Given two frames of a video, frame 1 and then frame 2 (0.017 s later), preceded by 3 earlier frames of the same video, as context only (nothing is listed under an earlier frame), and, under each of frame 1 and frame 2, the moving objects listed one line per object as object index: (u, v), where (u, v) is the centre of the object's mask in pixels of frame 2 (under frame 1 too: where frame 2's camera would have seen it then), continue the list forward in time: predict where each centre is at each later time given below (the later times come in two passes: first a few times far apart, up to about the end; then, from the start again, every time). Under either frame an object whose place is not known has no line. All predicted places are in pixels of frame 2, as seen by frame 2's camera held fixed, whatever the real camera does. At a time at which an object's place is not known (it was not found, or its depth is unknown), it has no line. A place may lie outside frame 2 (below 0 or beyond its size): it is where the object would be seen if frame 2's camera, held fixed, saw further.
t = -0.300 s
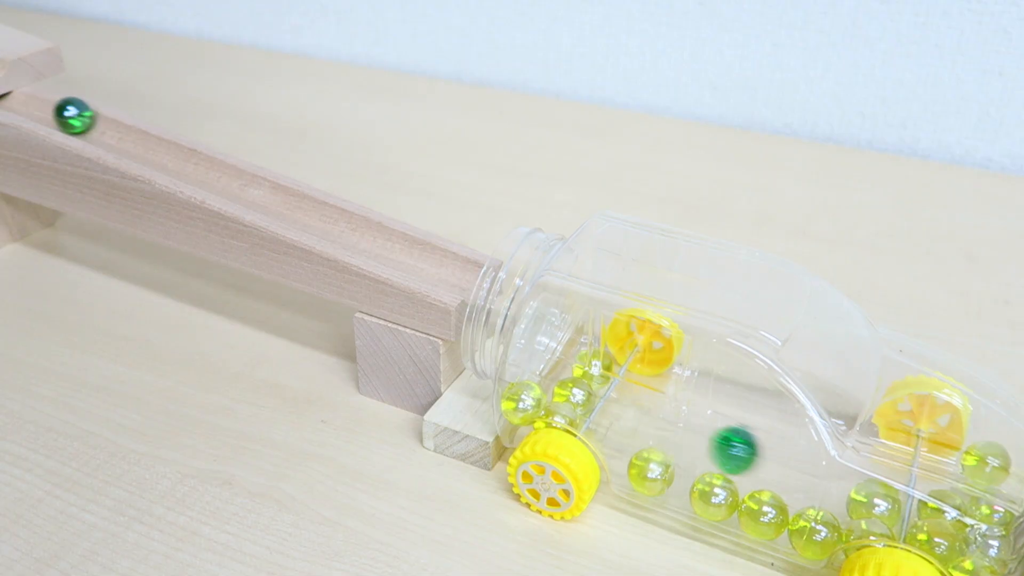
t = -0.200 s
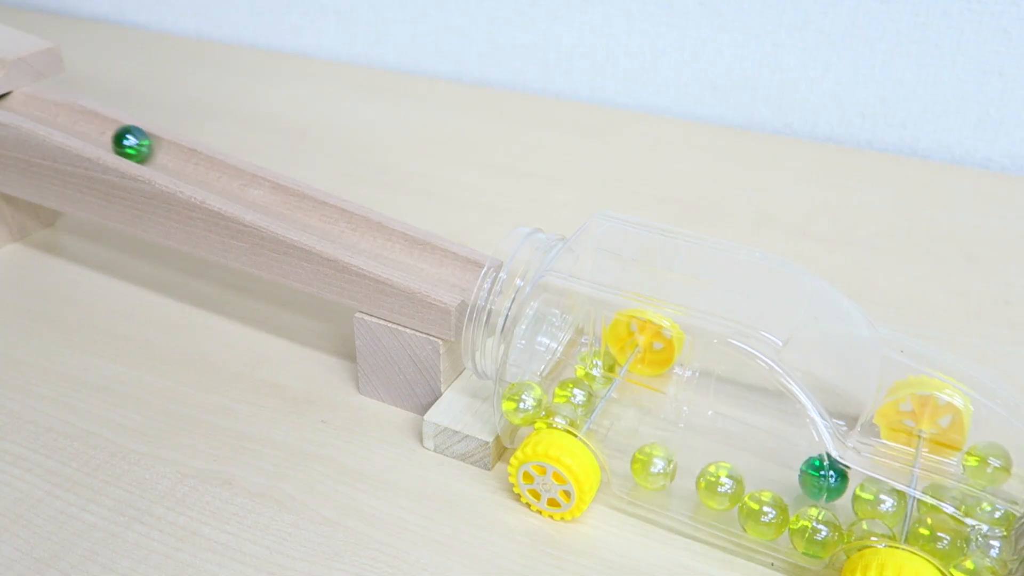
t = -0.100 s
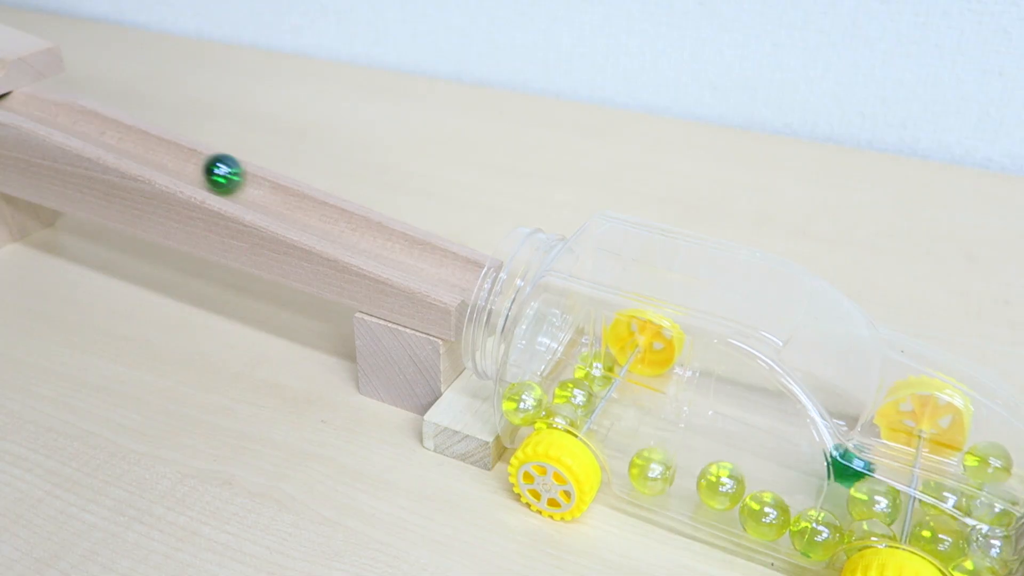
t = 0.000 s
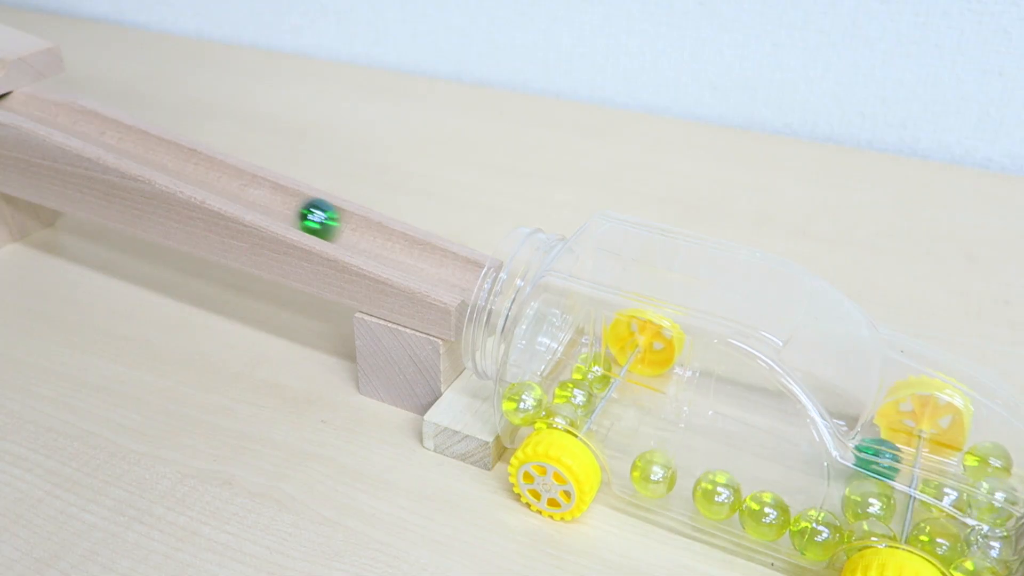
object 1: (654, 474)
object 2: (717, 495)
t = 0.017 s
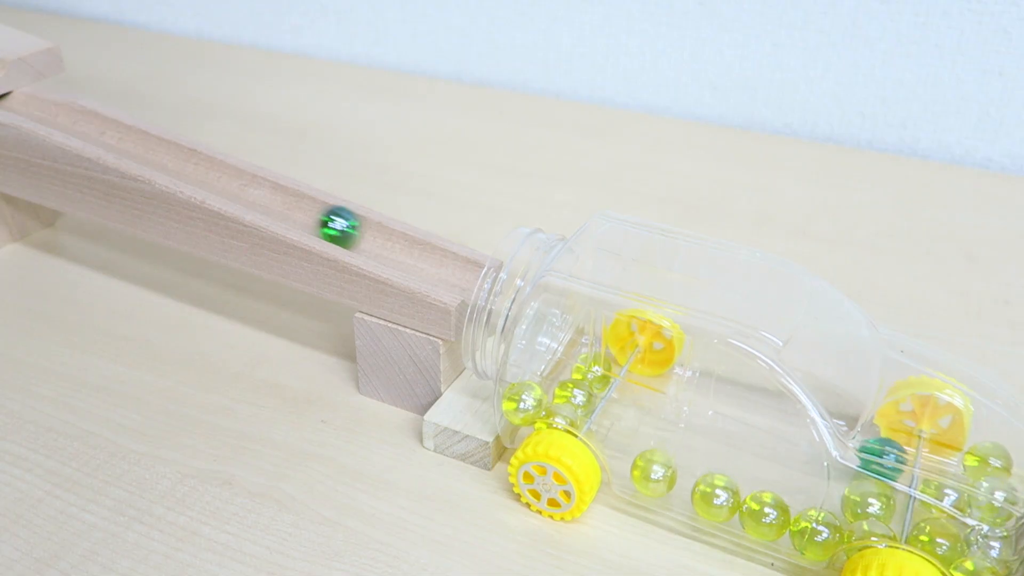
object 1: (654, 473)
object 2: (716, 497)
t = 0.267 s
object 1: (656, 478)
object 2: (716, 498)
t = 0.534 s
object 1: (646, 472)
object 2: (707, 494)
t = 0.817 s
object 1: (642, 472)
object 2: (696, 491)
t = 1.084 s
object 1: (654, 475)
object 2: (706, 495)
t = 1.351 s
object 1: (661, 462)
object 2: (699, 491)
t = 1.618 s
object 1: (630, 462)
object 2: (720, 484)
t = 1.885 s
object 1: (622, 459)
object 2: (769, 515)
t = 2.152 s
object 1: (619, 459)
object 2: (766, 505)
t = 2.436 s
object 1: (642, 471)
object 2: (758, 514)
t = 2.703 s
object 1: (687, 490)
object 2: (770, 519)
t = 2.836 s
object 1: (702, 496)
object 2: (764, 517)
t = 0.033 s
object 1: (653, 472)
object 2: (716, 497)
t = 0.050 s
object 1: (653, 471)
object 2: (716, 496)
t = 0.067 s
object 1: (651, 470)
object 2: (716, 496)
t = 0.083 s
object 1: (650, 470)
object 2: (717, 495)
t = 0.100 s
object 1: (649, 470)
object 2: (717, 495)
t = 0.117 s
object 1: (649, 470)
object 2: (717, 495)
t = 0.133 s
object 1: (650, 471)
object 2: (716, 495)
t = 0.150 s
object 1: (650, 472)
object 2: (716, 496)
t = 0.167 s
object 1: (652, 473)
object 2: (716, 497)
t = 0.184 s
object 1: (653, 474)
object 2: (715, 498)
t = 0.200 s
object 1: (654, 475)
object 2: (716, 498)
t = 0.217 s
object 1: (654, 475)
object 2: (716, 498)
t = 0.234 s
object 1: (655, 476)
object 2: (716, 498)
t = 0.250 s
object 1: (656, 476)
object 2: (716, 498)
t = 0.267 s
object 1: (656, 478)
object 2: (716, 498)
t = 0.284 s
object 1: (658, 477)
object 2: (716, 496)
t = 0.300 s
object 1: (659, 478)
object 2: (716, 498)
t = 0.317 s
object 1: (661, 479)
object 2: (716, 497)
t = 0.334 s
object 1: (662, 479)
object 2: (716, 497)
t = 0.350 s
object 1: (664, 480)
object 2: (716, 497)
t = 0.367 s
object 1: (665, 480)
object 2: (714, 497)
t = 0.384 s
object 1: (665, 479)
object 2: (713, 494)
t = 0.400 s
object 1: (663, 479)
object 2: (713, 495)
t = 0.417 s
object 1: (661, 477)
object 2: (713, 493)
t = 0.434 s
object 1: (659, 476)
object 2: (712, 494)
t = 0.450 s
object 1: (657, 475)
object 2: (712, 491)
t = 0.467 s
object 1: (655, 474)
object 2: (711, 493)
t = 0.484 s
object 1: (653, 473)
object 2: (710, 492)
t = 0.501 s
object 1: (651, 472)
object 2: (709, 493)
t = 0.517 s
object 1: (650, 471)
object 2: (708, 494)
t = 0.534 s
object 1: (646, 472)
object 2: (707, 494)
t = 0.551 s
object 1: (644, 471)
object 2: (706, 495)
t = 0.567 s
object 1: (641, 471)
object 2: (705, 495)
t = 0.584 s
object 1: (639, 470)
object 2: (705, 495)
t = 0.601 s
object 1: (637, 469)
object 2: (704, 494)
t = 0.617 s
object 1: (635, 469)
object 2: (703, 494)
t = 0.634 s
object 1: (633, 467)
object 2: (702, 494)
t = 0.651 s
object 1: (633, 466)
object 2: (702, 494)
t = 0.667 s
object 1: (633, 466)
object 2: (701, 493)
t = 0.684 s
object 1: (634, 466)
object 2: (700, 493)
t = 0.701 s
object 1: (635, 466)
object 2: (699, 493)
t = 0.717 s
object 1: (637, 467)
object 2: (699, 493)
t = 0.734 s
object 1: (638, 468)
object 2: (698, 492)
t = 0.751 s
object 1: (639, 468)
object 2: (697, 492)
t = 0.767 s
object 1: (640, 469)
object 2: (697, 492)
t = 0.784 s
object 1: (640, 470)
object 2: (696, 492)
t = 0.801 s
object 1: (641, 471)
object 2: (696, 492)
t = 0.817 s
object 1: (642, 472)
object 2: (696, 491)
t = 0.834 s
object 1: (643, 473)
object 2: (696, 491)
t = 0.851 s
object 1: (644, 473)
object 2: (696, 491)
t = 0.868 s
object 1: (646, 473)
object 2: (695, 491)
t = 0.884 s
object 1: (647, 473)
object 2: (695, 491)
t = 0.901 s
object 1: (648, 473)
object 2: (695, 491)
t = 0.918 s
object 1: (649, 473)
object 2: (695, 491)
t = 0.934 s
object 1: (651, 472)
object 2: (695, 491)
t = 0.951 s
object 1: (652, 473)
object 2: (696, 491)
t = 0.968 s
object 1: (652, 473)
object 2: (697, 492)
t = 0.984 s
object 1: (653, 473)
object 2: (698, 492)
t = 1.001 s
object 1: (654, 473)
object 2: (698, 492)
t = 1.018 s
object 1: (655, 473)
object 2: (700, 493)
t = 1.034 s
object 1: (655, 474)
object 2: (701, 494)
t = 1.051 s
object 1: (655, 474)
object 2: (703, 494)
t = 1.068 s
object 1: (654, 474)
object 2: (704, 495)
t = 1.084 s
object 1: (654, 475)
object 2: (706, 495)
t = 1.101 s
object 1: (653, 475)
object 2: (707, 496)
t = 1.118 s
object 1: (654, 475)
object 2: (709, 496)
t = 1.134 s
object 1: (655, 475)
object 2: (710, 496)
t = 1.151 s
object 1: (656, 474)
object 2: (712, 497)
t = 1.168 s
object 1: (655, 474)
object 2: (713, 497)
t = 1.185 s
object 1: (655, 474)
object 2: (715, 498)
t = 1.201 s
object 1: (655, 474)
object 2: (716, 499)
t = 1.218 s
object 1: (654, 475)
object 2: (718, 499)
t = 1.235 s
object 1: (654, 474)
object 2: (719, 499)
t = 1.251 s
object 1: (653, 477)
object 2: (719, 496)
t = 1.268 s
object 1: (655, 475)
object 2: (718, 494)
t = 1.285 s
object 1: (656, 473)
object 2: (717, 493)
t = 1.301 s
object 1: (657, 471)
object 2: (713, 492)
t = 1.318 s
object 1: (657, 468)
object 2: (709, 491)
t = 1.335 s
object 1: (658, 467)
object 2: (704, 492)
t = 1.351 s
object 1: (661, 462)
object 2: (699, 491)
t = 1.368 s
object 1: (661, 462)
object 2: (697, 492)
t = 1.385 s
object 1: (660, 461)
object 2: (696, 490)
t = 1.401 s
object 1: (658, 461)
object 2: (696, 490)
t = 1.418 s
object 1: (654, 464)
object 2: (696, 490)
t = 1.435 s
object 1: (652, 459)
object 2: (699, 492)
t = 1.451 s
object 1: (650, 456)
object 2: (707, 490)
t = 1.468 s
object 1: (646, 460)
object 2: (714, 488)
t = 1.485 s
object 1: (641, 470)
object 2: (720, 487)
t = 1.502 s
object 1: (638, 469)
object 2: (723, 487)
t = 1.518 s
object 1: (637, 468)
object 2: (723, 486)
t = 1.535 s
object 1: (636, 469)
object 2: (723, 485)
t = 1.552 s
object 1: (634, 466)
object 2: (722, 485)
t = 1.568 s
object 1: (632, 464)
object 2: (722, 484)
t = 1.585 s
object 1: (631, 462)
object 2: (721, 482)
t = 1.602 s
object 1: (630, 464)
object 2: (720, 484)
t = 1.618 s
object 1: (630, 462)
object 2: (720, 484)
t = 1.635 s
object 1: (629, 463)
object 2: (719, 484)
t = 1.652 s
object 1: (629, 461)
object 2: (718, 484)
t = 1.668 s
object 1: (628, 462)
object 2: (717, 486)
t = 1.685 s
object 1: (629, 462)
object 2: (716, 487)
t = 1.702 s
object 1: (629, 462)
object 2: (715, 488)
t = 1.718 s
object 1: (629, 462)
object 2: (713, 490)
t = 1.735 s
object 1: (629, 462)
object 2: (712, 492)
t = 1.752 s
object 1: (630, 463)
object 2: (721, 499)
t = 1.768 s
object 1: (630, 463)
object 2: (737, 491)
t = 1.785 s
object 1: (627, 463)
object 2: (752, 489)
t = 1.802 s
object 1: (626, 462)
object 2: (759, 492)
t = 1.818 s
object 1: (625, 461)
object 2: (761, 502)
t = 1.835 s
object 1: (624, 460)
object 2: (765, 505)
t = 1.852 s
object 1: (624, 459)
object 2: (771, 511)
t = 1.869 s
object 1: (623, 459)
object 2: (769, 518)
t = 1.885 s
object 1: (622, 459)
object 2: (769, 515)
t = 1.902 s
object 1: (621, 459)
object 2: (769, 516)
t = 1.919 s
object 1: (621, 459)
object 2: (770, 517)
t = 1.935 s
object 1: (621, 458)
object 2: (770, 519)
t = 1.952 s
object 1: (620, 458)
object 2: (770, 518)
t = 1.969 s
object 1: (620, 458)
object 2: (770, 519)
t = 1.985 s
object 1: (619, 458)
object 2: (770, 518)
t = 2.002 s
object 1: (619, 459)
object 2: (770, 518)
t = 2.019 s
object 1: (619, 459)
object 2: (770, 519)
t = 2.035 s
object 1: (619, 458)
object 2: (770, 519)
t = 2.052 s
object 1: (618, 458)
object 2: (771, 519)
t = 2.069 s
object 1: (618, 457)
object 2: (771, 516)
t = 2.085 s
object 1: (618, 458)
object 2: (769, 512)
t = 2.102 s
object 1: (618, 459)
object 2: (769, 508)
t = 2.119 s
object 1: (619, 459)
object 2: (767, 508)
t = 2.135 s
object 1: (619, 459)
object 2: (766, 507)
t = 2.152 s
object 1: (619, 459)
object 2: (766, 505)
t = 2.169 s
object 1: (620, 459)
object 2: (765, 505)
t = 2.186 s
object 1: (620, 460)
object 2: (764, 503)
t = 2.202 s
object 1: (621, 460)
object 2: (763, 504)
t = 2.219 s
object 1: (621, 460)
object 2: (762, 503)
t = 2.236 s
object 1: (622, 460)
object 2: (761, 503)
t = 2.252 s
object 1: (622, 461)
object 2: (760, 504)
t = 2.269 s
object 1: (623, 461)
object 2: (760, 504)
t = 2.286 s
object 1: (624, 462)
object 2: (759, 505)
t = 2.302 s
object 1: (624, 463)
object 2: (758, 506)
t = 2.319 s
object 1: (624, 463)
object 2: (757, 508)
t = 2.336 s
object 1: (627, 464)
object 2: (756, 510)
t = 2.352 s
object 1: (629, 463)
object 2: (755, 512)
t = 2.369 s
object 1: (631, 464)
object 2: (755, 513)
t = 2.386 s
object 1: (633, 465)
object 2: (755, 513)
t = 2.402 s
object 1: (635, 467)
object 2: (756, 513)
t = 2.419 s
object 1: (638, 468)
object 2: (757, 513)
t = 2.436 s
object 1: (642, 471)
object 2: (758, 514)
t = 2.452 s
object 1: (645, 474)
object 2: (759, 515)
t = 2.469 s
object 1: (649, 475)
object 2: (760, 515)
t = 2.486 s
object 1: (652, 477)
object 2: (761, 515)
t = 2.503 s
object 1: (655, 479)
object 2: (762, 515)
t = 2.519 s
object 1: (659, 481)
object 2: (763, 516)
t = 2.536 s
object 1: (662, 482)
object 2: (764, 517)
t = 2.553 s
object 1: (666, 483)
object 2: (765, 517)
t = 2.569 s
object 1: (669, 483)
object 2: (766, 517)
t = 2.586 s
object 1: (672, 483)
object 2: (768, 518)
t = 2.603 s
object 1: (675, 484)
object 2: (769, 518)
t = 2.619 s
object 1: (677, 485)
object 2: (770, 518)
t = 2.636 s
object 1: (679, 486)
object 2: (771, 519)
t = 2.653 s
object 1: (681, 487)
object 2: (770, 519)
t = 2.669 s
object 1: (683, 489)
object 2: (770, 519)
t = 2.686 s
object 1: (685, 490)
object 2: (770, 519)
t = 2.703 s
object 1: (687, 490)
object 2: (770, 519)
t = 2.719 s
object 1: (689, 491)
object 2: (770, 519)
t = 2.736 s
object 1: (691, 491)
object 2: (770, 519)
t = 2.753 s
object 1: (692, 492)
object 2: (769, 519)
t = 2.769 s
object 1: (695, 493)
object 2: (768, 519)
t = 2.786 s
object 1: (696, 494)
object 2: (767, 518)
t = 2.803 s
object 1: (698, 494)
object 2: (766, 518)
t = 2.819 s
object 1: (700, 495)
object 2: (765, 518)
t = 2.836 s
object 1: (702, 496)
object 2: (764, 517)
